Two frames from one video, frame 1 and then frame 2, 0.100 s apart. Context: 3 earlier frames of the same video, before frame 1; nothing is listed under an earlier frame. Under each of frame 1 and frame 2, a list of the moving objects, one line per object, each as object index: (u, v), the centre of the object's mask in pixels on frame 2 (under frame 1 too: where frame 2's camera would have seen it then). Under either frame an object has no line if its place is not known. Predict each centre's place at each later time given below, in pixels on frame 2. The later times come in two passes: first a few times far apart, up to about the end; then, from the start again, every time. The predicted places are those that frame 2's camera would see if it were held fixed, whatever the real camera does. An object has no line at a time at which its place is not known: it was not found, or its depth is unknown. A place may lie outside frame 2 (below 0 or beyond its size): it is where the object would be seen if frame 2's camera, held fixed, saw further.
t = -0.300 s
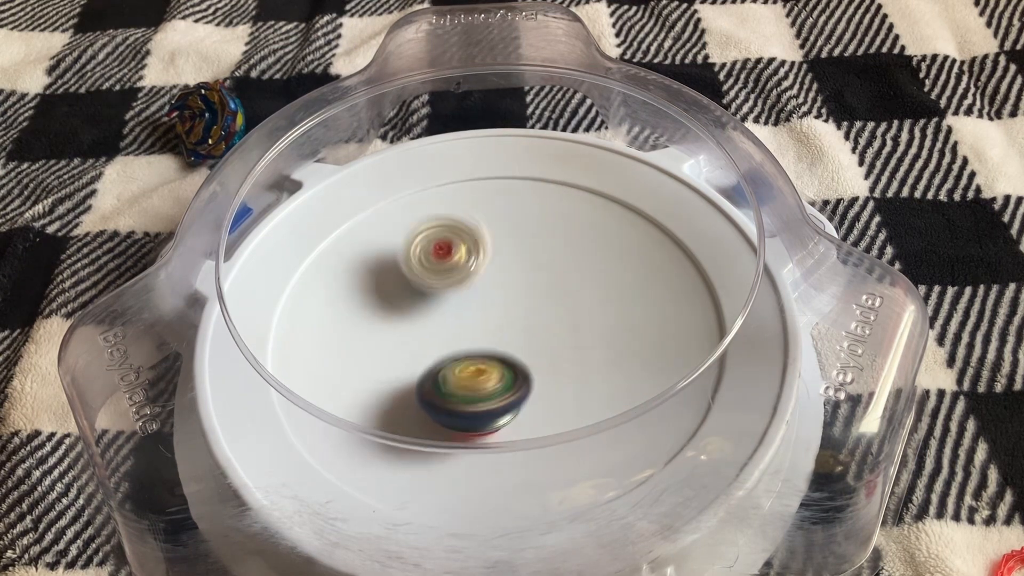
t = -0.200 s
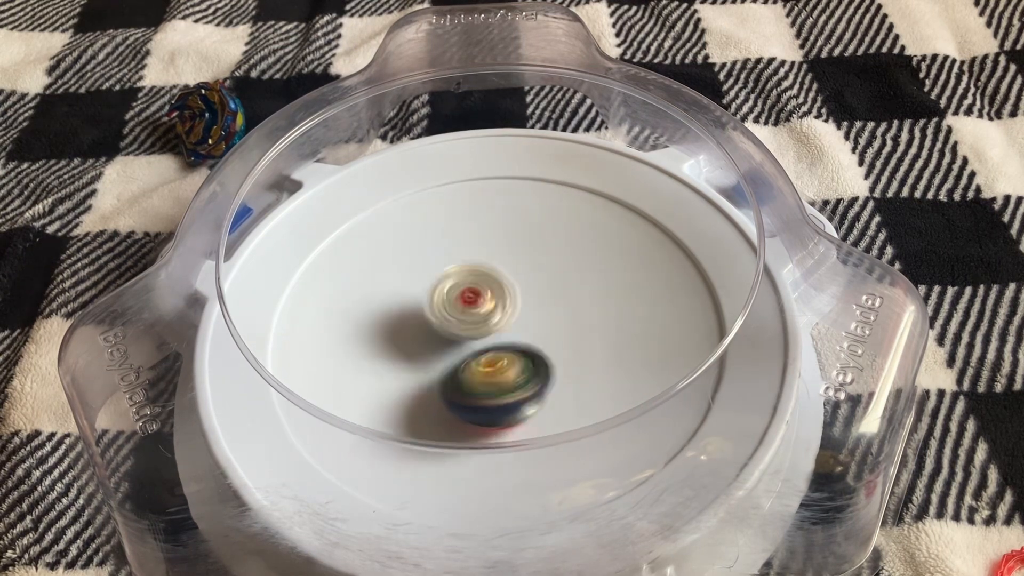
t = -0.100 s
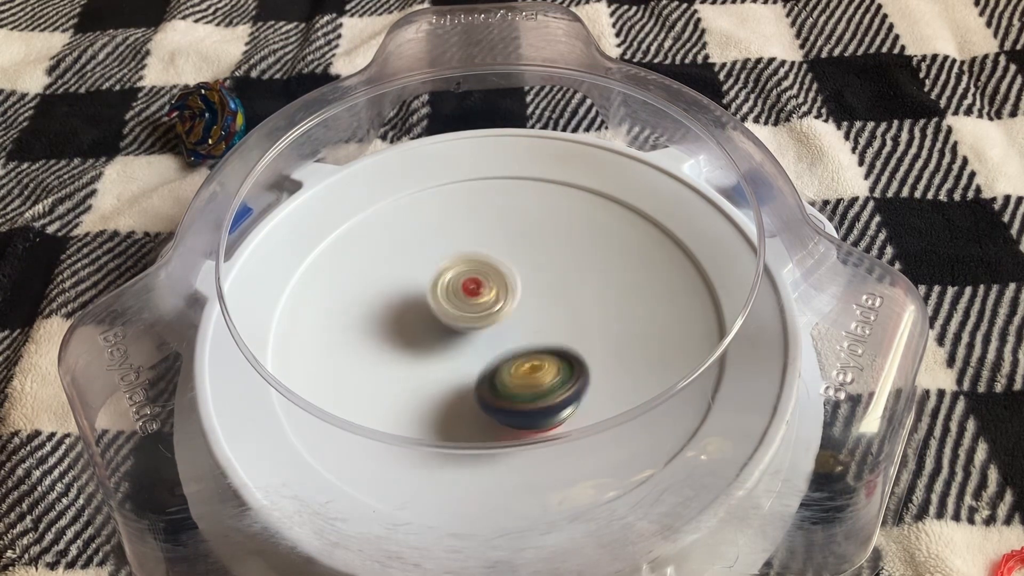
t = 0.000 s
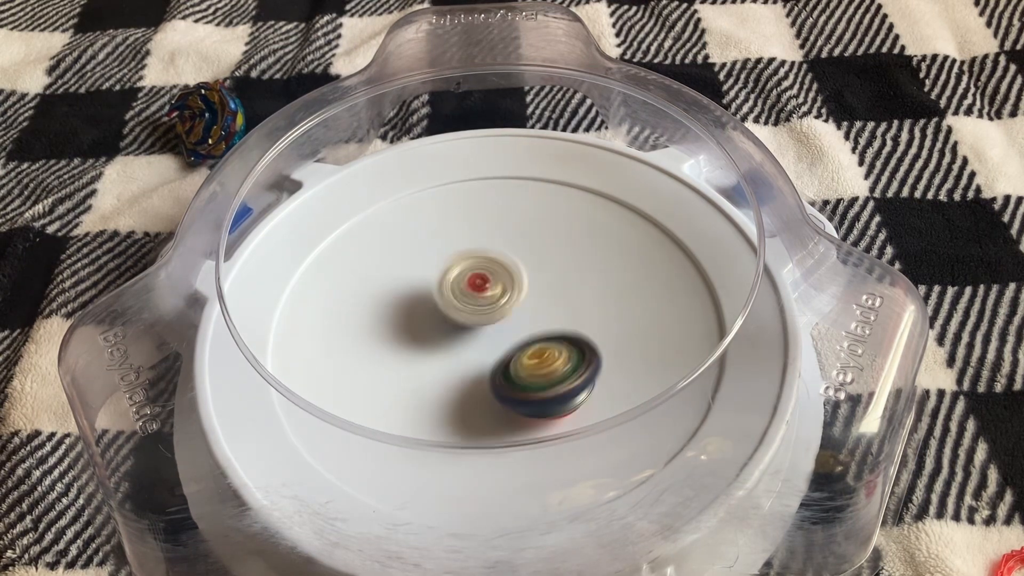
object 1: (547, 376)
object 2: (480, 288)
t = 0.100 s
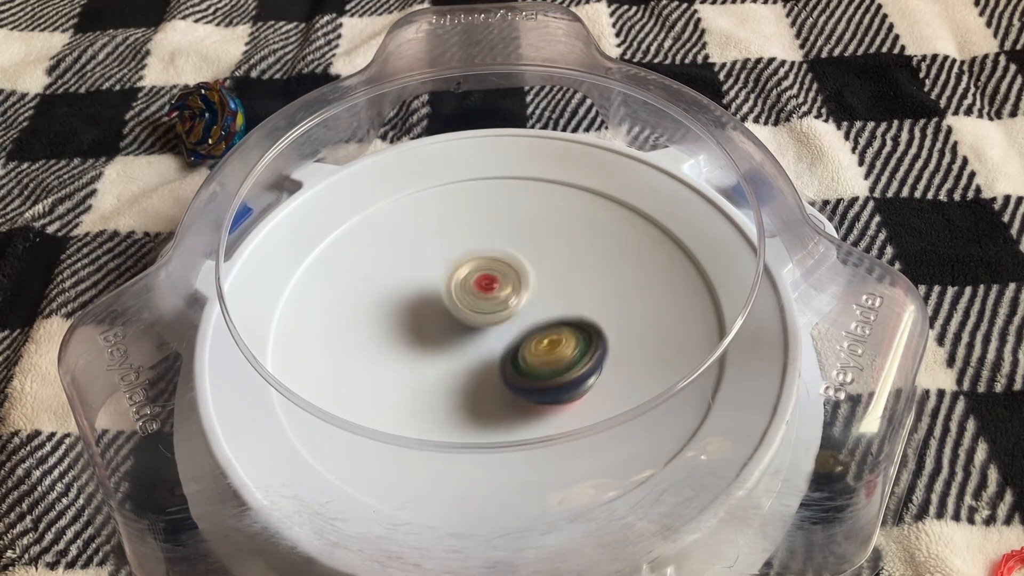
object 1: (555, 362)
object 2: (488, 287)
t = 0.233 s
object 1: (588, 356)
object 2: (445, 256)
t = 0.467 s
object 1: (585, 332)
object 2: (327, 272)
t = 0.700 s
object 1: (551, 308)
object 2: (442, 356)
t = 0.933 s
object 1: (488, 267)
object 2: (606, 360)
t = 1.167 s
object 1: (439, 253)
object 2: (633, 268)
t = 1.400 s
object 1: (396, 268)
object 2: (534, 286)
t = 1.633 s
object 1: (384, 308)
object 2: (596, 326)
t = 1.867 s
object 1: (401, 371)
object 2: (581, 329)
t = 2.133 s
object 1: (448, 426)
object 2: (495, 338)
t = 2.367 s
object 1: (497, 413)
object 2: (442, 302)
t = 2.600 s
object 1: (565, 371)
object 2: (434, 326)
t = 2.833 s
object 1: (621, 293)
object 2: (512, 317)
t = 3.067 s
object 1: (617, 261)
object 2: (516, 274)
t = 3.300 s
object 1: (571, 268)
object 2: (483, 302)
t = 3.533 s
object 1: (483, 271)
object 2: (503, 371)
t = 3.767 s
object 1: (374, 269)
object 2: (548, 354)
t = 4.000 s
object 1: (363, 284)
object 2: (491, 312)
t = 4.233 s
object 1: (373, 318)
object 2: (515, 304)
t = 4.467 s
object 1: (455, 394)
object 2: (535, 287)
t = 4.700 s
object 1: (530, 448)
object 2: (506, 313)
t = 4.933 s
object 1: (544, 434)
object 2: (498, 341)
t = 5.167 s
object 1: (555, 419)
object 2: (424, 207)
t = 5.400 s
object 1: (538, 300)
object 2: (423, 194)
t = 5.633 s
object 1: (555, 190)
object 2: (455, 271)
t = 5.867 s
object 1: (540, 207)
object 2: (420, 362)
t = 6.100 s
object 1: (456, 289)
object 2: (403, 428)
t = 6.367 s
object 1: (315, 343)
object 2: (484, 386)
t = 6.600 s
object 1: (343, 355)
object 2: (535, 310)
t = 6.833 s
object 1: (471, 383)
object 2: (574, 243)
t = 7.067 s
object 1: (598, 393)
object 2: (530, 245)
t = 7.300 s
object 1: (613, 375)
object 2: (471, 312)
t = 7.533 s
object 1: (559, 309)
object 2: (407, 366)
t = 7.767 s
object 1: (496, 224)
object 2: (403, 396)
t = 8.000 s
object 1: (466, 220)
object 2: (478, 361)
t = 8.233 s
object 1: (432, 293)
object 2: (547, 307)
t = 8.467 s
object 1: (375, 381)
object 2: (577, 260)
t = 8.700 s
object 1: (401, 405)
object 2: (527, 270)
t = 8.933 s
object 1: (498, 394)
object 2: (453, 312)
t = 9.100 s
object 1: (581, 361)
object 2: (405, 342)
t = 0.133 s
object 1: (557, 356)
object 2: (492, 290)
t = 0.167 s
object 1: (561, 353)
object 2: (490, 287)
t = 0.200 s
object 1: (577, 355)
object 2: (467, 268)
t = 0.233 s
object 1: (588, 356)
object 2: (445, 256)
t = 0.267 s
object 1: (594, 355)
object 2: (424, 248)
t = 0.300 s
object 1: (595, 352)
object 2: (404, 245)
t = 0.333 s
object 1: (595, 348)
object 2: (383, 242)
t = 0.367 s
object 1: (593, 344)
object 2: (365, 244)
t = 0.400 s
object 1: (591, 340)
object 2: (348, 249)
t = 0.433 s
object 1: (588, 336)
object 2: (335, 259)
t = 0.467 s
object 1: (585, 332)
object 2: (327, 272)
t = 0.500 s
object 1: (581, 328)
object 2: (323, 288)
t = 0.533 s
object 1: (577, 324)
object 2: (330, 304)
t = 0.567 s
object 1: (573, 321)
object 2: (342, 319)
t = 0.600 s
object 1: (568, 318)
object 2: (362, 332)
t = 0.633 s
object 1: (563, 314)
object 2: (385, 345)
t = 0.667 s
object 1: (557, 311)
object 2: (412, 352)
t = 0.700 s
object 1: (551, 308)
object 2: (442, 356)
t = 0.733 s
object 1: (547, 302)
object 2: (469, 355)
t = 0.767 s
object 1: (543, 293)
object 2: (492, 354)
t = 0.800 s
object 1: (530, 285)
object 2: (514, 364)
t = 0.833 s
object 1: (518, 281)
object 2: (536, 370)
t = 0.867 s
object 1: (508, 276)
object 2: (560, 370)
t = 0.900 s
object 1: (498, 271)
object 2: (584, 366)
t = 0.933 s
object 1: (488, 267)
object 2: (606, 360)
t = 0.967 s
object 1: (479, 263)
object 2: (627, 350)
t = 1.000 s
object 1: (470, 260)
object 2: (645, 337)
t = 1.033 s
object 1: (462, 257)
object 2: (656, 322)
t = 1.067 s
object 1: (455, 255)
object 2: (660, 307)
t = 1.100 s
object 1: (449, 254)
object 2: (657, 291)
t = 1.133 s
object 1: (443, 253)
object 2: (648, 278)
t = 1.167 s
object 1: (439, 253)
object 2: (633, 268)
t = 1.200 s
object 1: (435, 254)
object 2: (614, 261)
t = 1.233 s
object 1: (431, 255)
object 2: (592, 258)
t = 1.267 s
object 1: (428, 256)
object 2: (568, 259)
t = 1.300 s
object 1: (425, 258)
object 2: (543, 263)
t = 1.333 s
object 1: (421, 261)
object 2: (520, 270)
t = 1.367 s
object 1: (407, 264)
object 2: (526, 277)
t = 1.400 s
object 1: (396, 268)
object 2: (534, 286)
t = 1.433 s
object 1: (391, 272)
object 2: (542, 294)
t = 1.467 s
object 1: (389, 277)
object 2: (551, 303)
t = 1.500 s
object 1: (387, 283)
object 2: (561, 309)
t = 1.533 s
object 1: (386, 288)
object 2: (570, 315)
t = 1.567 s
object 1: (385, 294)
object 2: (579, 319)
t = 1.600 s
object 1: (384, 301)
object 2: (588, 323)
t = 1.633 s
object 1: (384, 308)
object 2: (596, 326)
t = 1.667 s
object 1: (384, 315)
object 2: (602, 328)
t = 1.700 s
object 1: (385, 322)
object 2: (605, 329)
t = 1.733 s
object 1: (387, 331)
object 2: (605, 328)
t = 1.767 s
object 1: (390, 340)
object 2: (604, 327)
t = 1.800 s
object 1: (393, 350)
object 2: (598, 327)
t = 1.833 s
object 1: (396, 360)
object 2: (591, 327)
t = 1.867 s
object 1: (401, 371)
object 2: (581, 329)
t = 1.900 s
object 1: (406, 381)
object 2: (567, 332)
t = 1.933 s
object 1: (412, 390)
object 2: (553, 336)
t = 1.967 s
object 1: (419, 396)
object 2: (537, 339)
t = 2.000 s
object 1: (424, 402)
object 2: (521, 345)
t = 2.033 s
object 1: (431, 406)
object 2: (507, 352)
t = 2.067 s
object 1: (436, 411)
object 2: (503, 350)
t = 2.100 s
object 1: (441, 423)
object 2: (499, 346)
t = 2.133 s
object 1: (448, 426)
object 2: (495, 338)
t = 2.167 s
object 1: (454, 428)
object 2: (492, 331)
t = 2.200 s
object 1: (461, 428)
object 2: (487, 324)
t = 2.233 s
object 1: (468, 427)
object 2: (480, 318)
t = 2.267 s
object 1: (475, 418)
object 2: (472, 312)
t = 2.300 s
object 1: (482, 416)
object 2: (463, 308)
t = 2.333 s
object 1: (490, 415)
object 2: (452, 304)
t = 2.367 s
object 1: (497, 413)
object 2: (442, 302)
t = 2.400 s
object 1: (506, 410)
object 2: (432, 303)
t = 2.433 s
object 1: (515, 407)
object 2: (426, 305)
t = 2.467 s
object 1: (525, 403)
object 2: (423, 310)
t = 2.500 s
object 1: (535, 398)
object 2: (421, 314)
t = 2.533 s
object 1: (545, 391)
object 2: (422, 319)
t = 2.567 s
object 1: (555, 382)
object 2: (427, 323)
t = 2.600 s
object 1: (565, 371)
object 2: (434, 326)
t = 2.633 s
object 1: (575, 360)
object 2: (441, 328)
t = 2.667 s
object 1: (584, 349)
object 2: (451, 330)
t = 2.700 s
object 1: (593, 338)
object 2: (462, 331)
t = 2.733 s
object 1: (601, 326)
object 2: (474, 331)
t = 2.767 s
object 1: (609, 314)
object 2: (488, 329)
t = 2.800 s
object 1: (615, 303)
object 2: (502, 324)
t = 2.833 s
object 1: (621, 293)
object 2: (512, 317)
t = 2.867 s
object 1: (625, 283)
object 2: (518, 309)
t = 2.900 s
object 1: (627, 276)
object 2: (522, 303)
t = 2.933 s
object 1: (627, 270)
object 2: (525, 294)
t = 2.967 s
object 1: (627, 266)
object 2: (526, 287)
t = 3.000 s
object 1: (625, 263)
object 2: (525, 282)
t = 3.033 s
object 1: (621, 262)
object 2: (522, 278)
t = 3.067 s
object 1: (617, 261)
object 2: (516, 274)
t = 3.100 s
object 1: (613, 261)
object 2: (511, 273)
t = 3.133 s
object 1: (607, 262)
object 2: (506, 275)
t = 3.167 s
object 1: (600, 263)
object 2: (501, 278)
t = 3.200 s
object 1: (594, 264)
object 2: (497, 282)
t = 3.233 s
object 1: (587, 265)
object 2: (491, 287)
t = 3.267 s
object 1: (579, 266)
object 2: (485, 294)
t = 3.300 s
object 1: (571, 268)
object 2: (483, 302)
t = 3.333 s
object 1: (562, 267)
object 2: (480, 312)
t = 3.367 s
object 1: (552, 266)
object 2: (478, 324)
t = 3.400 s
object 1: (541, 266)
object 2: (479, 334)
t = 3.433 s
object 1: (528, 267)
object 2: (482, 344)
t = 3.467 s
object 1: (515, 268)
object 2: (487, 353)
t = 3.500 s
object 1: (499, 271)
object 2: (494, 363)
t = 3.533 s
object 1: (483, 271)
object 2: (503, 371)
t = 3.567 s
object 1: (465, 272)
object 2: (514, 375)
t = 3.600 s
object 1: (447, 272)
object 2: (524, 376)
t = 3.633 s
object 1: (429, 272)
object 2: (533, 375)
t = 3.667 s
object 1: (415, 270)
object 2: (541, 372)
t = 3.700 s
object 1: (398, 270)
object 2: (546, 369)
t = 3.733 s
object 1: (385, 269)
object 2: (549, 363)
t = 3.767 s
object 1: (374, 269)
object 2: (548, 354)
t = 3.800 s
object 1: (366, 271)
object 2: (546, 347)
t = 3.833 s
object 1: (362, 272)
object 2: (543, 340)
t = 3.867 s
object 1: (360, 274)
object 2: (536, 333)
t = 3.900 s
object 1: (360, 276)
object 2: (527, 325)
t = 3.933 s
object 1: (360, 278)
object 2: (515, 319)
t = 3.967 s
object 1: (362, 281)
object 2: (502, 314)
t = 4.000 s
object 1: (363, 284)
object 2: (491, 312)
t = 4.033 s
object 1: (366, 288)
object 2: (479, 310)
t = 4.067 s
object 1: (367, 292)
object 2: (468, 311)
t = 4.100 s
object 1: (363, 297)
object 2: (479, 310)
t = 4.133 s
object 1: (363, 301)
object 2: (488, 310)
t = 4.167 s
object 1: (364, 306)
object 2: (497, 310)
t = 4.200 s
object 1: (369, 312)
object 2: (506, 307)
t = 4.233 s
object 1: (373, 318)
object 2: (515, 304)
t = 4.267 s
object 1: (380, 326)
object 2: (522, 300)
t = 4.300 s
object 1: (390, 335)
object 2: (528, 297)
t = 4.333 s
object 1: (399, 345)
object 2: (531, 294)
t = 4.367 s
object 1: (411, 356)
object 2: (535, 290)
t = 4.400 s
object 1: (425, 368)
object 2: (535, 288)
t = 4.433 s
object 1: (439, 380)
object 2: (535, 286)
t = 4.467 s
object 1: (455, 394)
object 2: (535, 287)
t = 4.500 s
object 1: (468, 402)
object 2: (533, 288)
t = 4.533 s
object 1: (480, 409)
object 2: (530, 289)
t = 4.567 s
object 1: (494, 423)
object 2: (524, 291)
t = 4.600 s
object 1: (505, 433)
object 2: (520, 295)
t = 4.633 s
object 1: (516, 441)
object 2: (517, 300)
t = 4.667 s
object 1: (524, 447)
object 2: (512, 305)
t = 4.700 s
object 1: (530, 448)
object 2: (506, 313)
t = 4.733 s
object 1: (534, 448)
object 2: (502, 319)
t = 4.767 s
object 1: (535, 447)
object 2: (501, 326)
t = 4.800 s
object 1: (537, 445)
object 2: (500, 333)
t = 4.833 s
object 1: (538, 441)
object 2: (499, 339)
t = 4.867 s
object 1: (539, 437)
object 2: (498, 346)
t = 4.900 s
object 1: (540, 432)
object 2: (499, 351)
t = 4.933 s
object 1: (544, 434)
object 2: (498, 341)
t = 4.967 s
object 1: (555, 441)
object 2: (482, 311)
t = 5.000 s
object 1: (560, 445)
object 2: (468, 284)
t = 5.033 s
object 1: (563, 443)
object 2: (457, 263)
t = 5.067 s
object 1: (562, 438)
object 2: (446, 245)
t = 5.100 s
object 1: (560, 434)
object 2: (437, 230)
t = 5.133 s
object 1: (559, 427)
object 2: (429, 218)
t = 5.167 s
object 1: (555, 419)
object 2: (424, 207)
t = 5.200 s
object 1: (552, 401)
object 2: (419, 199)
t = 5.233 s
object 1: (549, 392)
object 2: (414, 191)
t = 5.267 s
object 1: (546, 377)
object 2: (411, 184)
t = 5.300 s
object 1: (543, 358)
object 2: (412, 177)
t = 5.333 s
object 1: (541, 339)
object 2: (414, 182)
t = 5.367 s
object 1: (539, 320)
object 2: (419, 189)
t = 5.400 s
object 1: (538, 300)
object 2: (423, 194)
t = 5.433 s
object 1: (538, 280)
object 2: (429, 200)
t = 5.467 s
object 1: (540, 262)
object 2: (439, 206)
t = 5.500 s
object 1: (542, 243)
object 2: (448, 215)
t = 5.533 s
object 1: (545, 227)
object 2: (461, 227)
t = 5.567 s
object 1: (548, 212)
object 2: (465, 236)
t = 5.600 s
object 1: (552, 199)
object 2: (461, 253)
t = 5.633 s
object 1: (555, 190)
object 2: (455, 271)
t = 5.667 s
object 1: (556, 185)
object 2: (449, 288)
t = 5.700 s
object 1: (555, 183)
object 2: (443, 303)
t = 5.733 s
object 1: (553, 185)
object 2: (439, 316)
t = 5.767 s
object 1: (551, 188)
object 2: (434, 328)
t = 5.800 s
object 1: (548, 192)
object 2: (430, 338)
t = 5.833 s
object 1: (545, 198)
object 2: (425, 350)
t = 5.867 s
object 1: (540, 207)
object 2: (420, 362)
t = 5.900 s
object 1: (536, 217)
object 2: (414, 373)
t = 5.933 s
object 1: (530, 228)
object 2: (410, 383)
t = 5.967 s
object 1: (521, 239)
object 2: (405, 395)
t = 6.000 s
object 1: (509, 251)
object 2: (402, 400)
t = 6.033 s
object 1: (494, 264)
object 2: (401, 406)
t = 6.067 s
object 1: (477, 276)
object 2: (398, 423)
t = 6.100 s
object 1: (456, 289)
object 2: (403, 428)
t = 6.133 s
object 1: (435, 300)
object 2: (409, 433)
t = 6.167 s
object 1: (415, 308)
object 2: (420, 436)
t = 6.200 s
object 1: (394, 316)
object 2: (432, 433)
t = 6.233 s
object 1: (372, 323)
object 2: (447, 425)
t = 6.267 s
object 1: (353, 329)
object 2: (454, 417)
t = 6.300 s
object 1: (337, 334)
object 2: (468, 406)
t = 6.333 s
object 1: (324, 339)
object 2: (477, 397)
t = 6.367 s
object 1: (315, 343)
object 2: (484, 386)
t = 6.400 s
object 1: (312, 345)
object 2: (493, 374)
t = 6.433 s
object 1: (311, 348)
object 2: (499, 363)
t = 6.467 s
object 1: (313, 350)
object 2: (506, 352)
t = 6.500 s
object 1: (317, 352)
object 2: (514, 341)
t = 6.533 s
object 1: (325, 353)
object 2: (521, 331)
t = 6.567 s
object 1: (333, 354)
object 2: (528, 322)
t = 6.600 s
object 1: (343, 355)
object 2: (535, 310)
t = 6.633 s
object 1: (354, 357)
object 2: (542, 300)
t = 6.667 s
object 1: (367, 359)
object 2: (549, 290)
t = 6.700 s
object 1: (386, 363)
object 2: (556, 280)
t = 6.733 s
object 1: (405, 368)
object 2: (562, 270)
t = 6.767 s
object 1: (424, 373)
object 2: (568, 261)
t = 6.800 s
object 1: (448, 378)
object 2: (572, 250)
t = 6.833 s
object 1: (471, 383)
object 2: (574, 243)
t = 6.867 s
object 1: (494, 389)
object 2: (573, 234)
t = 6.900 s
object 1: (514, 393)
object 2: (572, 231)
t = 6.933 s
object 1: (536, 395)
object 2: (566, 227)
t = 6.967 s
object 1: (556, 396)
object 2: (558, 228)
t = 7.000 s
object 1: (573, 396)
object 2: (548, 231)
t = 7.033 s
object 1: (587, 395)
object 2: (541, 238)
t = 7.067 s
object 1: (598, 393)
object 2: (530, 245)
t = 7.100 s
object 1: (607, 390)
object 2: (524, 253)
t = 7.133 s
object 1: (612, 388)
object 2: (513, 264)
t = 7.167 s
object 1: (616, 386)
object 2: (504, 275)
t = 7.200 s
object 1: (618, 383)
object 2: (495, 285)
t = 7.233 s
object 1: (618, 381)
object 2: (487, 294)
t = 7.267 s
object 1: (616, 378)
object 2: (480, 304)
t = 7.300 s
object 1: (613, 375)
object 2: (471, 312)
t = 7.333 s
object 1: (610, 372)
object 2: (462, 322)
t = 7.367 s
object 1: (605, 366)
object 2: (453, 329)
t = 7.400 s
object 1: (597, 359)
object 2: (444, 337)
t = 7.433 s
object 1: (588, 348)
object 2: (435, 345)
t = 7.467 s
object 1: (579, 336)
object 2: (426, 352)
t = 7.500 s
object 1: (568, 323)
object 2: (416, 360)
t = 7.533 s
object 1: (559, 309)
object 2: (407, 366)
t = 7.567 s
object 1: (548, 295)
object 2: (399, 373)
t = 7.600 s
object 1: (539, 282)
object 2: (394, 382)
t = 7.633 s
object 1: (530, 269)
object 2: (389, 388)
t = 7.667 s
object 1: (521, 256)
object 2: (393, 392)
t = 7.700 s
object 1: (512, 243)
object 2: (393, 393)
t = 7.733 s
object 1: (505, 233)
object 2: (402, 397)
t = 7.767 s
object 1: (496, 224)
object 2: (403, 396)
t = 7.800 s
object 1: (490, 217)
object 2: (416, 396)
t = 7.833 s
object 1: (482, 213)
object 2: (422, 393)
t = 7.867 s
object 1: (477, 211)
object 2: (436, 389)
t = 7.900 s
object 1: (473, 211)
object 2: (444, 384)
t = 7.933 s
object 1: (470, 214)
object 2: (457, 376)
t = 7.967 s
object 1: (468, 216)
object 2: (468, 369)
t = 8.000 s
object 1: (466, 220)
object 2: (478, 361)
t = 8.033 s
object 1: (464, 225)
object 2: (489, 354)
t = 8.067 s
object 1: (461, 232)
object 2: (499, 345)
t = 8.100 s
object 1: (457, 241)
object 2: (510, 338)
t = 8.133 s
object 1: (452, 251)
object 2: (519, 330)
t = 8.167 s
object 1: (446, 264)
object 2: (528, 323)
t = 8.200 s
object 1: (438, 277)
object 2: (538, 315)
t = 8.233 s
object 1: (432, 293)
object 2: (547, 307)
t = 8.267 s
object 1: (424, 305)
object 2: (555, 299)
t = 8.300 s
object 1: (414, 320)
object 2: (563, 292)
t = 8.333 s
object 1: (406, 333)
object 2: (569, 284)
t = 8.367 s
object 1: (396, 346)
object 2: (574, 276)
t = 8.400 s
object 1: (388, 359)
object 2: (578, 269)
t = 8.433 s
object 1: (380, 371)
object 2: (576, 264)
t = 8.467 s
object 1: (375, 381)
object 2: (577, 260)
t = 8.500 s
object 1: (374, 387)
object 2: (570, 257)
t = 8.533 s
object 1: (374, 391)
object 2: (570, 256)
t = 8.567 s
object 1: (376, 395)
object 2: (559, 257)
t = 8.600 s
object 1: (381, 399)
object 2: (555, 258)
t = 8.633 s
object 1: (386, 401)
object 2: (545, 263)
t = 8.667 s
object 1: (392, 404)
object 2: (537, 264)
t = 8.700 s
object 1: (401, 405)
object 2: (527, 270)
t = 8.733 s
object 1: (409, 406)
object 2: (515, 276)
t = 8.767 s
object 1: (419, 406)
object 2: (504, 282)
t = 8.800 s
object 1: (432, 406)
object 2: (494, 287)
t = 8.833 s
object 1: (447, 404)
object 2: (483, 295)
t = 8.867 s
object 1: (463, 402)
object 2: (472, 299)
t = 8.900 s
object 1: (479, 399)
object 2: (463, 306)
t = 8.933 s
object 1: (498, 394)
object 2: (453, 312)
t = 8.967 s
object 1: (516, 386)
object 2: (443, 318)
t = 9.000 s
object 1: (532, 381)
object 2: (431, 324)
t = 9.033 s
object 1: (548, 375)
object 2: (423, 329)
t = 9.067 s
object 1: (565, 368)
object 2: (414, 335)
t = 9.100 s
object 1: (581, 361)
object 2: (405, 342)
